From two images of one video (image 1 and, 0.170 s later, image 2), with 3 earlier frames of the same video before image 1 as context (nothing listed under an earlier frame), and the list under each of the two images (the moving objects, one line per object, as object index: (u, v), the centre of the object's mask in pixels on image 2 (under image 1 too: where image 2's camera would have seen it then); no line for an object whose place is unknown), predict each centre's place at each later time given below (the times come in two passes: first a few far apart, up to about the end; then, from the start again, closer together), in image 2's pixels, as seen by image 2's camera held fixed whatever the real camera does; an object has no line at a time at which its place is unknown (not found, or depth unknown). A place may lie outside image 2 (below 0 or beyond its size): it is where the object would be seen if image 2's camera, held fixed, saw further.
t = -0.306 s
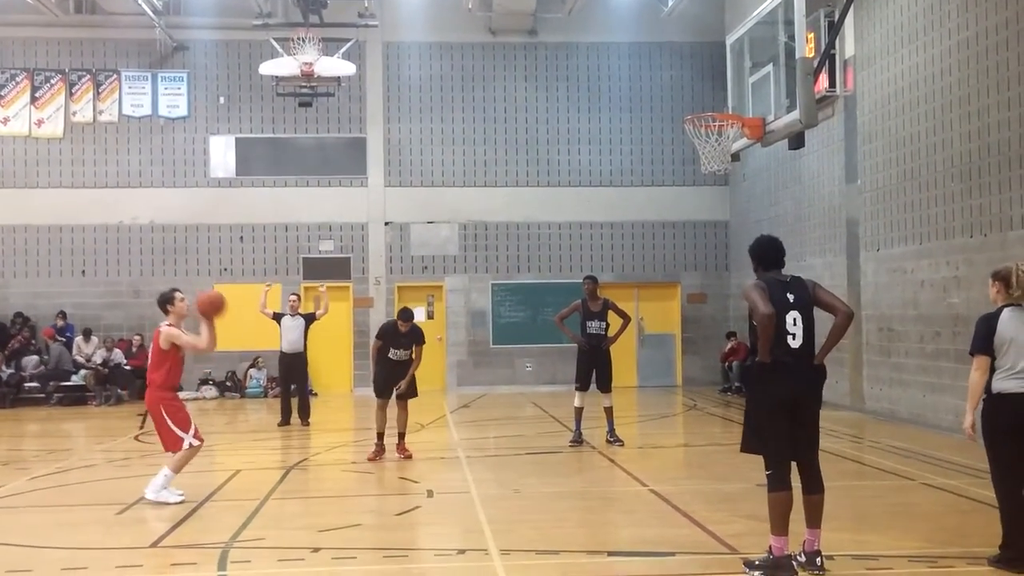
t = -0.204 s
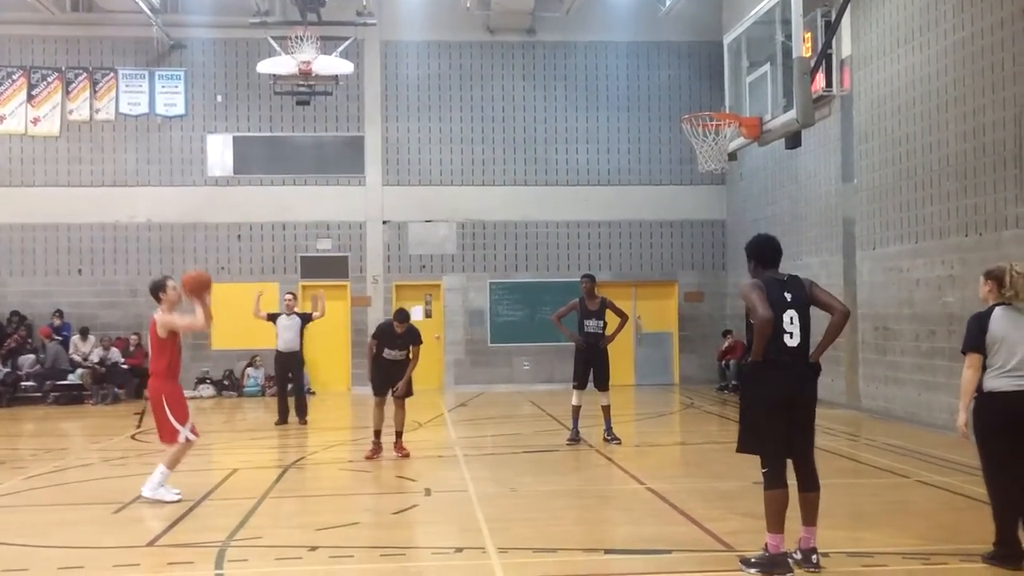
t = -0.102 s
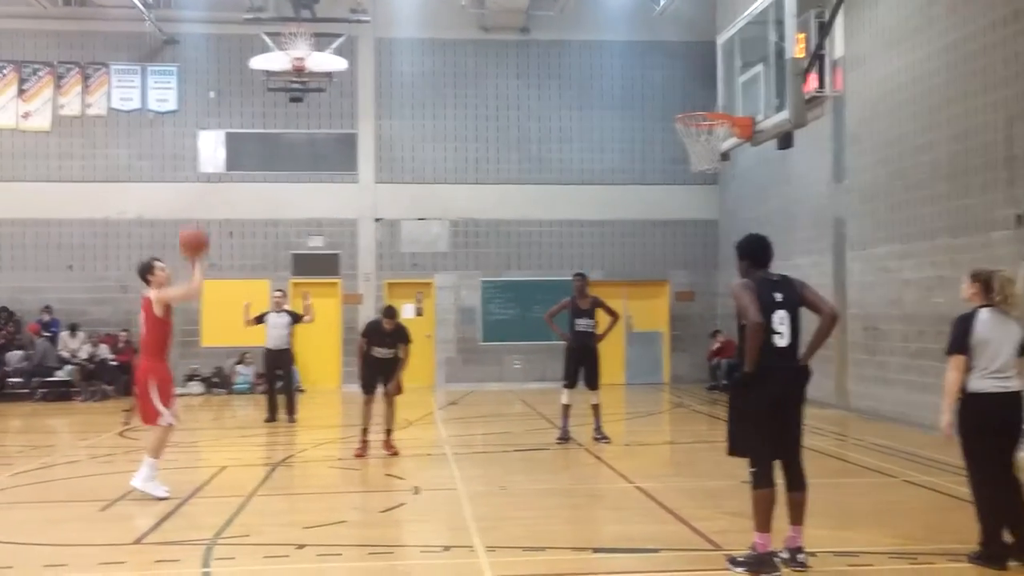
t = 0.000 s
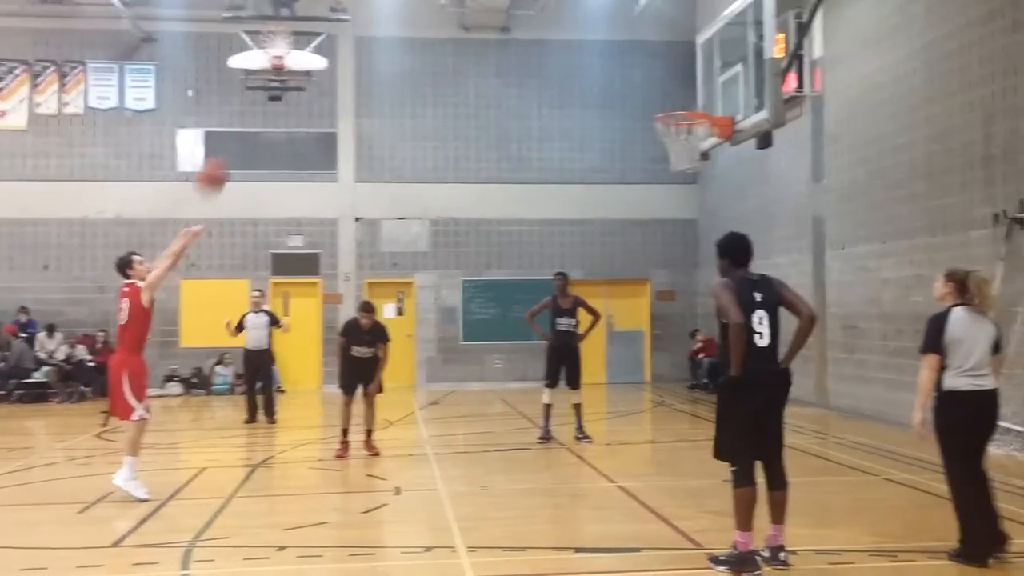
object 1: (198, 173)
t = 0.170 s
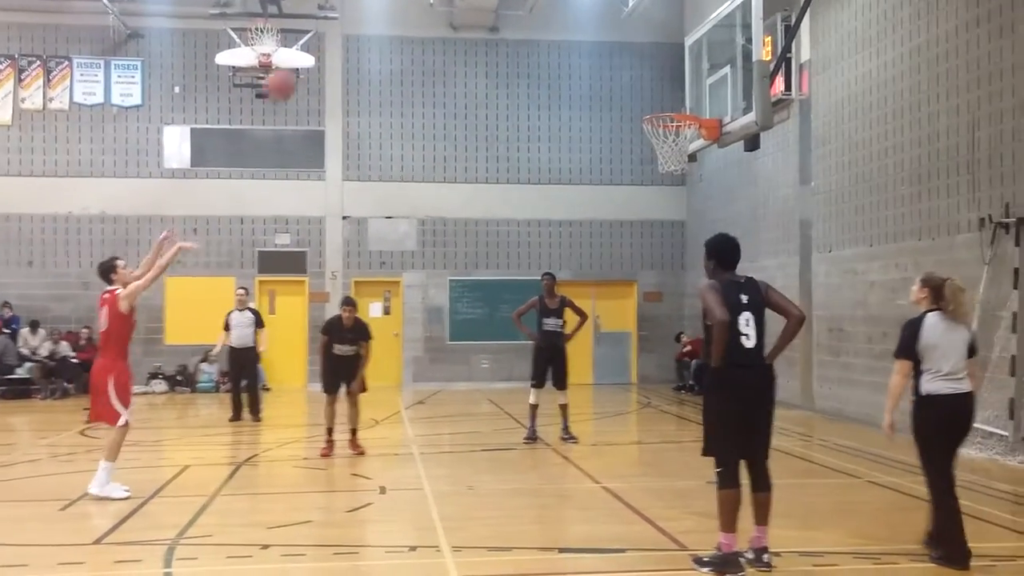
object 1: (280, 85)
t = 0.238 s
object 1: (314, 60)
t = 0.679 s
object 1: (511, 25)
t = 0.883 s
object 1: (602, 85)
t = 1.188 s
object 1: (509, 172)
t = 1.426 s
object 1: (394, 290)
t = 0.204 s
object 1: (297, 74)
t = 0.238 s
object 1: (314, 60)
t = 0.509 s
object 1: (436, 13)
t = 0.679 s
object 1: (511, 25)
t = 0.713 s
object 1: (526, 32)
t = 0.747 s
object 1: (542, 40)
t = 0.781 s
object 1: (557, 49)
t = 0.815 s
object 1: (571, 59)
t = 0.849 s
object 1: (586, 71)
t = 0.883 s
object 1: (602, 85)
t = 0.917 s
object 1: (615, 100)
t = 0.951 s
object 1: (628, 115)
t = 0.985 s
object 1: (614, 120)
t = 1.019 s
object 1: (596, 126)
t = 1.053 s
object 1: (578, 133)
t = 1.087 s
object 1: (561, 142)
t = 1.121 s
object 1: (543, 151)
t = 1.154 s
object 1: (526, 161)
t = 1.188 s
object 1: (509, 172)
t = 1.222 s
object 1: (491, 186)
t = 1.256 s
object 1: (476, 200)
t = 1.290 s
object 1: (459, 216)
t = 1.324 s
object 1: (442, 232)
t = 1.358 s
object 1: (426, 251)
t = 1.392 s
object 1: (412, 268)
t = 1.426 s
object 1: (394, 290)
